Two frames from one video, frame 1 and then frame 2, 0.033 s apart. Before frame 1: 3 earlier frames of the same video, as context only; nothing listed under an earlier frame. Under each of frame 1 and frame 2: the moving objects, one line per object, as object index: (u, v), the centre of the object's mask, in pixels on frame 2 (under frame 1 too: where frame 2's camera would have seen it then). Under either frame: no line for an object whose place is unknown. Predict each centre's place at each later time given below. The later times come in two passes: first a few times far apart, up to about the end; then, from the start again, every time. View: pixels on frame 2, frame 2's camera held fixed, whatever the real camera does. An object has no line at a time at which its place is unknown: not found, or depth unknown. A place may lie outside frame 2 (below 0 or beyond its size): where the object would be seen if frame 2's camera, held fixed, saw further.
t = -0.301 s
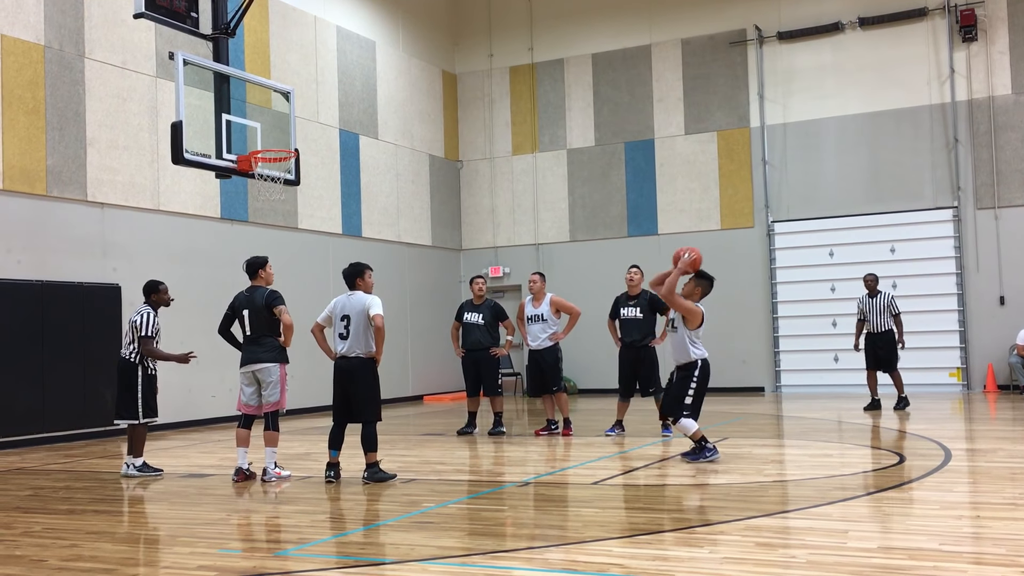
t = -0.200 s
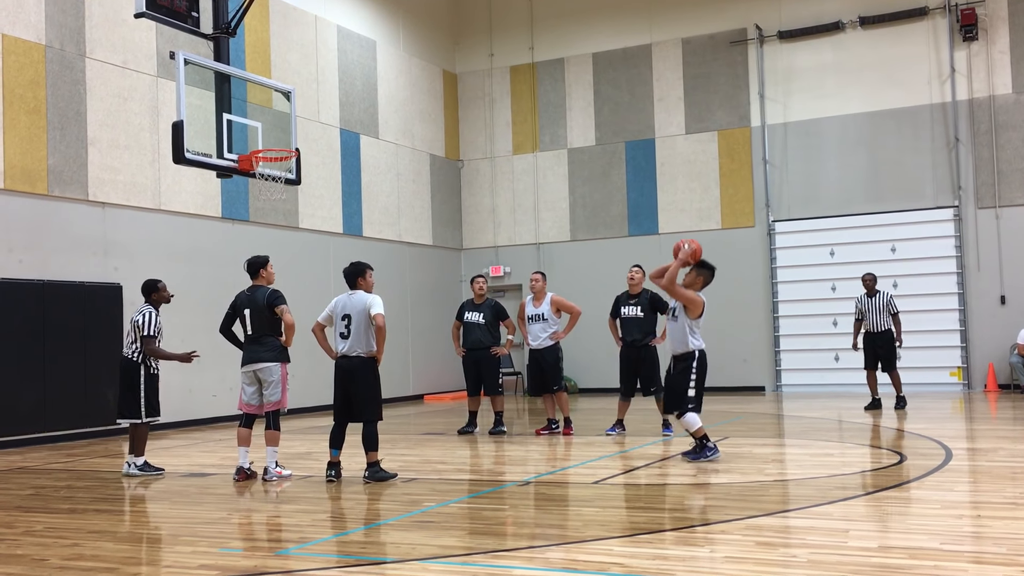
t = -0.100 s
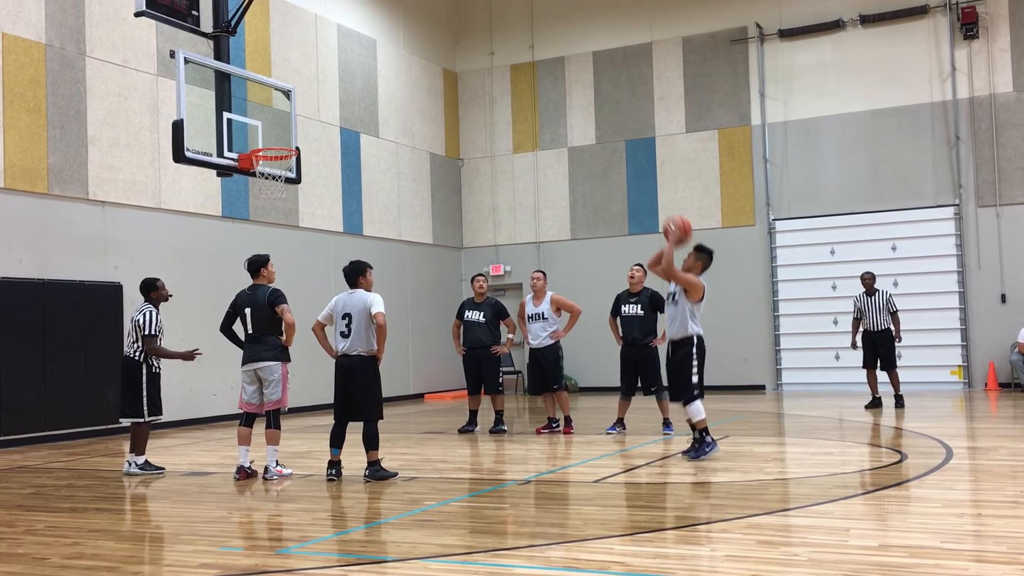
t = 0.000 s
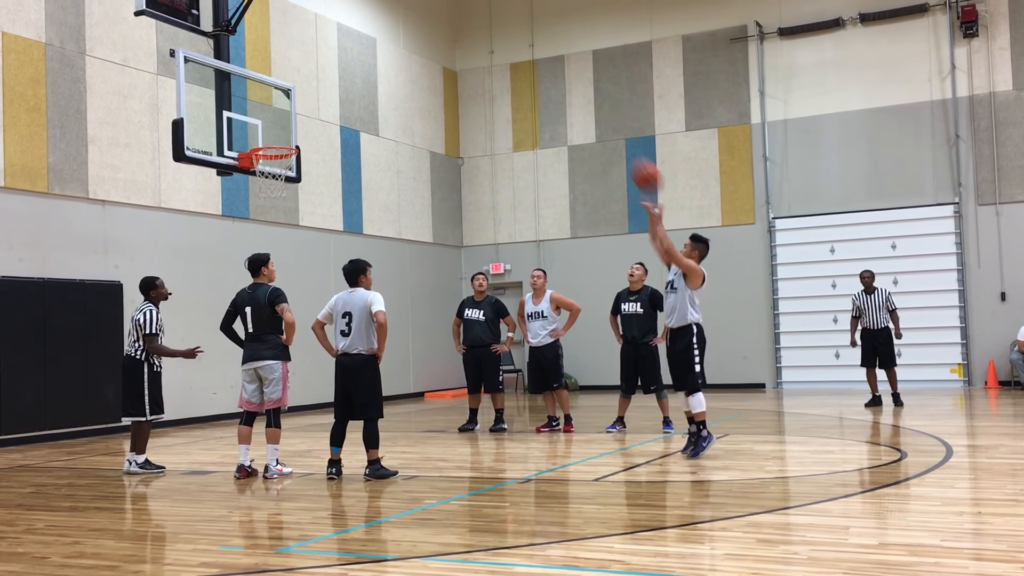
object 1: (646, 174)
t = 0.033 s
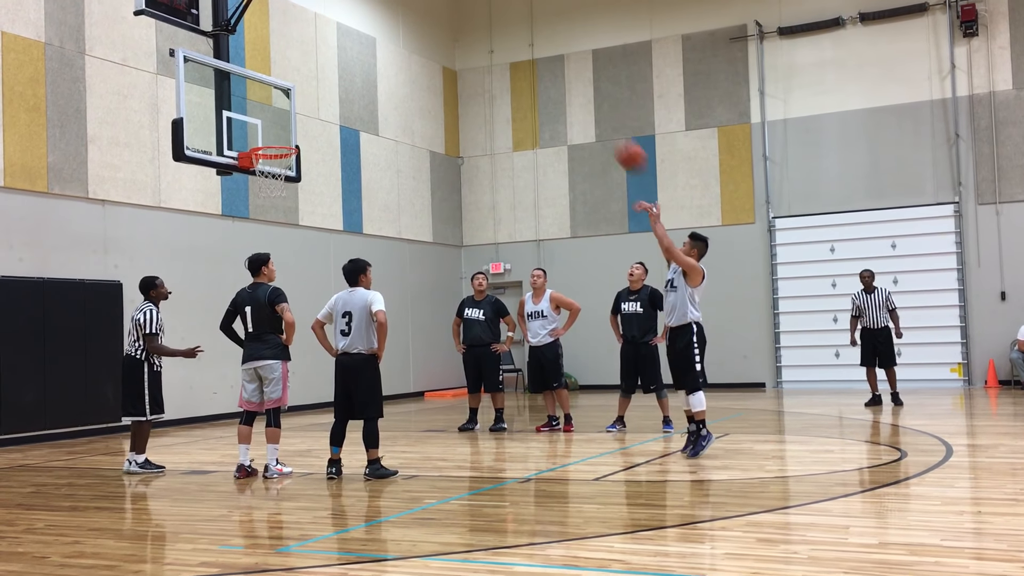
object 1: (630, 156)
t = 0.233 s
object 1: (543, 70)
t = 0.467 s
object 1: (454, 30)
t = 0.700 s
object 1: (375, 46)
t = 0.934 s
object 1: (305, 111)
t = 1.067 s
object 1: (272, 166)
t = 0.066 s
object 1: (614, 137)
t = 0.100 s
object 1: (600, 121)
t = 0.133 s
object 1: (586, 107)
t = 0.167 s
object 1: (570, 92)
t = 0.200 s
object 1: (557, 80)
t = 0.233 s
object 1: (543, 70)
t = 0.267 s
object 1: (530, 61)
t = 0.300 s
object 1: (516, 52)
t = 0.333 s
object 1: (503, 45)
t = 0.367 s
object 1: (491, 40)
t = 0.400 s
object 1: (478, 36)
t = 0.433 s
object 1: (466, 32)
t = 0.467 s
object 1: (454, 30)
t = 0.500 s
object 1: (442, 29)
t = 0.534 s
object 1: (430, 29)
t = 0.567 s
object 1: (419, 30)
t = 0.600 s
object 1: (408, 33)
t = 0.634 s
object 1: (397, 36)
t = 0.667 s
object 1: (386, 41)
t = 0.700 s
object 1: (375, 46)
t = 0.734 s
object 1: (365, 52)
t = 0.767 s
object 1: (354, 60)
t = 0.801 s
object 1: (344, 68)
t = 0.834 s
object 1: (334, 77)
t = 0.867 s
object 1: (324, 88)
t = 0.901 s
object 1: (314, 99)
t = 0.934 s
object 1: (305, 111)
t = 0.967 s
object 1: (295, 123)
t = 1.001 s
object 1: (286, 136)
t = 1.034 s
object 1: (276, 153)
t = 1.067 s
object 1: (272, 166)
